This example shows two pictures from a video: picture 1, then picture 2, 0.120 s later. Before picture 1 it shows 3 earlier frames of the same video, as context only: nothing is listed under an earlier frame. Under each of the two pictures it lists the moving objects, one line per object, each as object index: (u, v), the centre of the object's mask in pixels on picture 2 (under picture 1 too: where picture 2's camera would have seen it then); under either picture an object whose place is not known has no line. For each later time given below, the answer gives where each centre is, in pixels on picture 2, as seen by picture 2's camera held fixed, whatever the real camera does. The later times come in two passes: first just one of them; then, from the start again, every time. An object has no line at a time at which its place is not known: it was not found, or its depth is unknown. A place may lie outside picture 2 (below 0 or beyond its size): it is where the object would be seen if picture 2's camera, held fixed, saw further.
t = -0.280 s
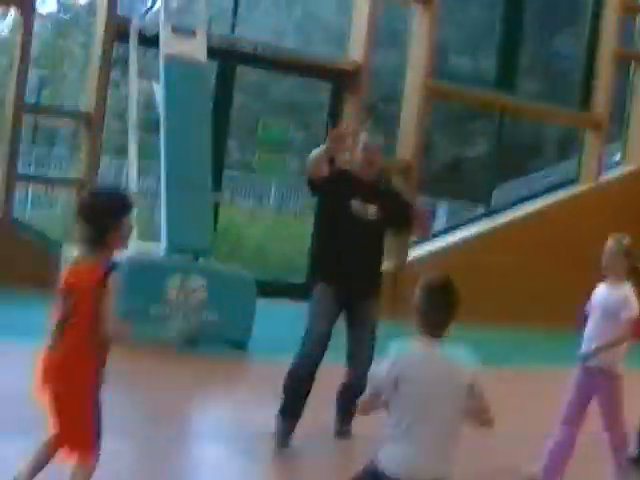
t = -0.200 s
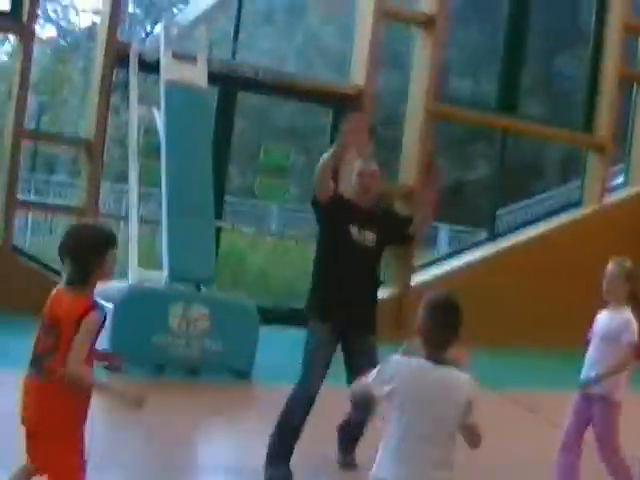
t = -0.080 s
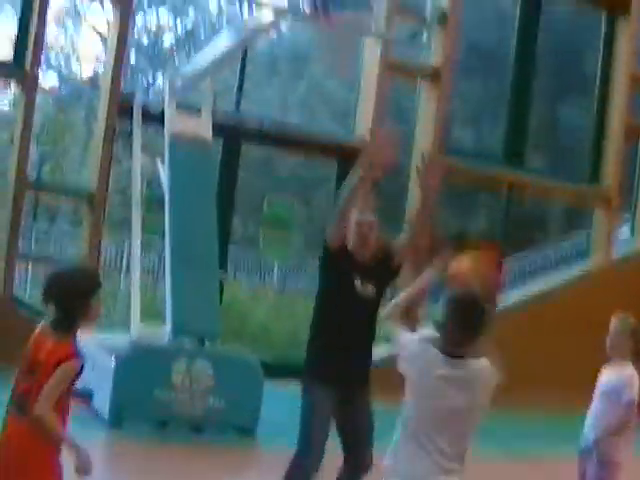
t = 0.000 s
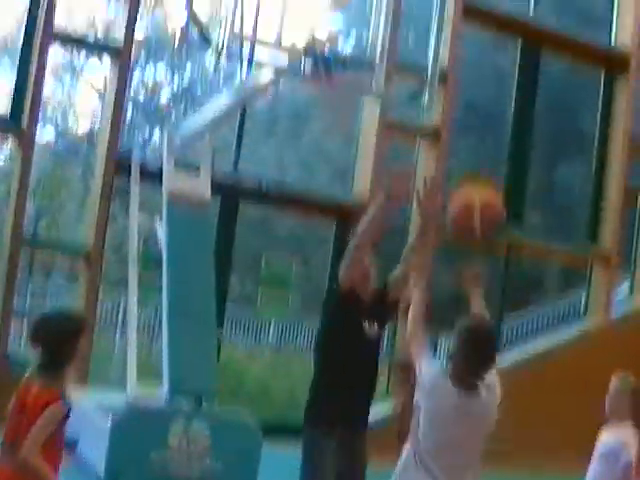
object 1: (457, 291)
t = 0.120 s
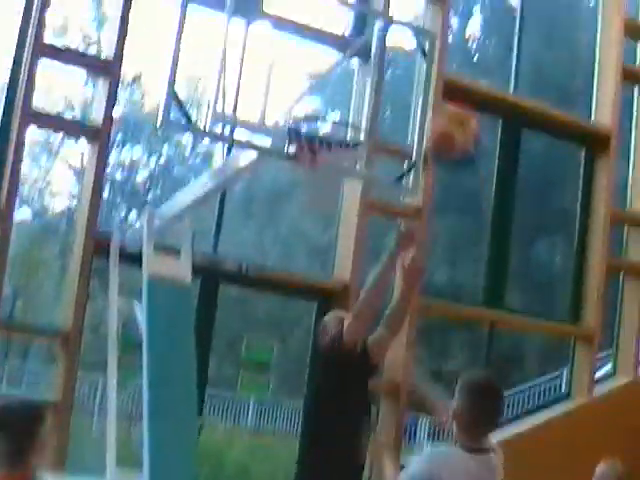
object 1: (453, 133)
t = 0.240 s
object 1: (446, 40)
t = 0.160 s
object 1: (453, 93)
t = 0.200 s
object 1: (450, 66)
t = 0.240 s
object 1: (446, 40)
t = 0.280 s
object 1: (442, 14)
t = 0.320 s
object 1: (438, -1)
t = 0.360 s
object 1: (433, -12)
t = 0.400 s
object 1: (427, -19)
